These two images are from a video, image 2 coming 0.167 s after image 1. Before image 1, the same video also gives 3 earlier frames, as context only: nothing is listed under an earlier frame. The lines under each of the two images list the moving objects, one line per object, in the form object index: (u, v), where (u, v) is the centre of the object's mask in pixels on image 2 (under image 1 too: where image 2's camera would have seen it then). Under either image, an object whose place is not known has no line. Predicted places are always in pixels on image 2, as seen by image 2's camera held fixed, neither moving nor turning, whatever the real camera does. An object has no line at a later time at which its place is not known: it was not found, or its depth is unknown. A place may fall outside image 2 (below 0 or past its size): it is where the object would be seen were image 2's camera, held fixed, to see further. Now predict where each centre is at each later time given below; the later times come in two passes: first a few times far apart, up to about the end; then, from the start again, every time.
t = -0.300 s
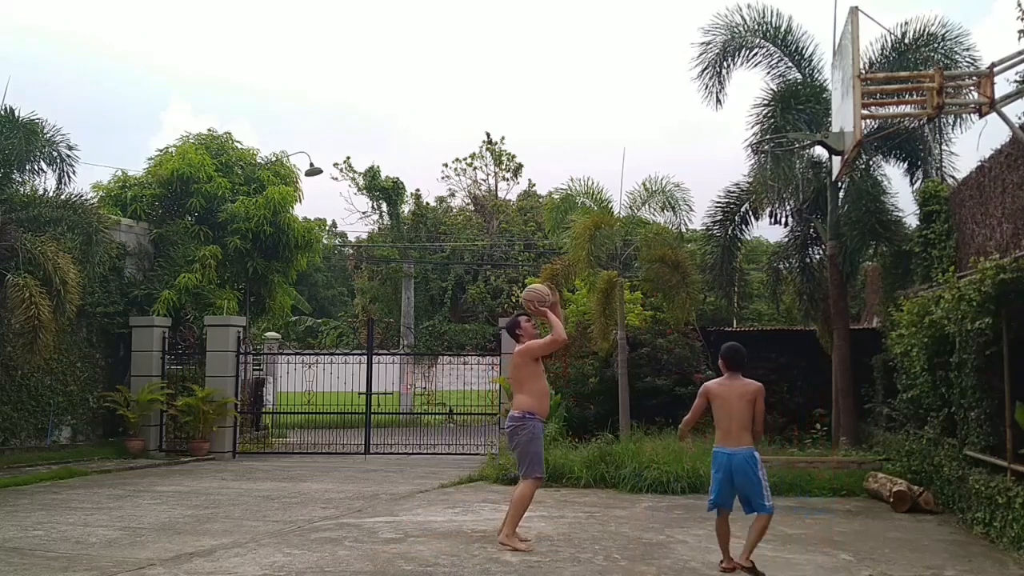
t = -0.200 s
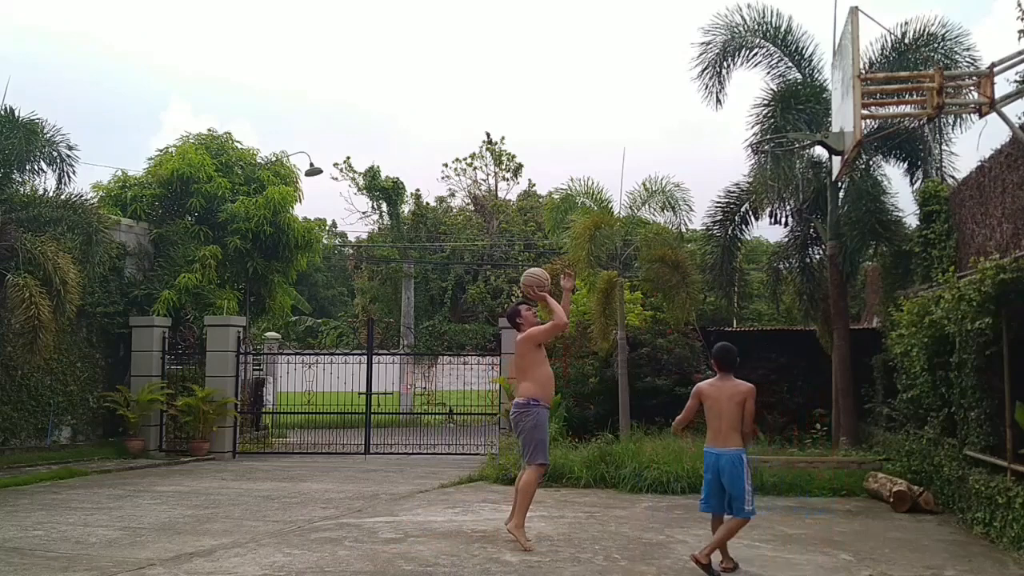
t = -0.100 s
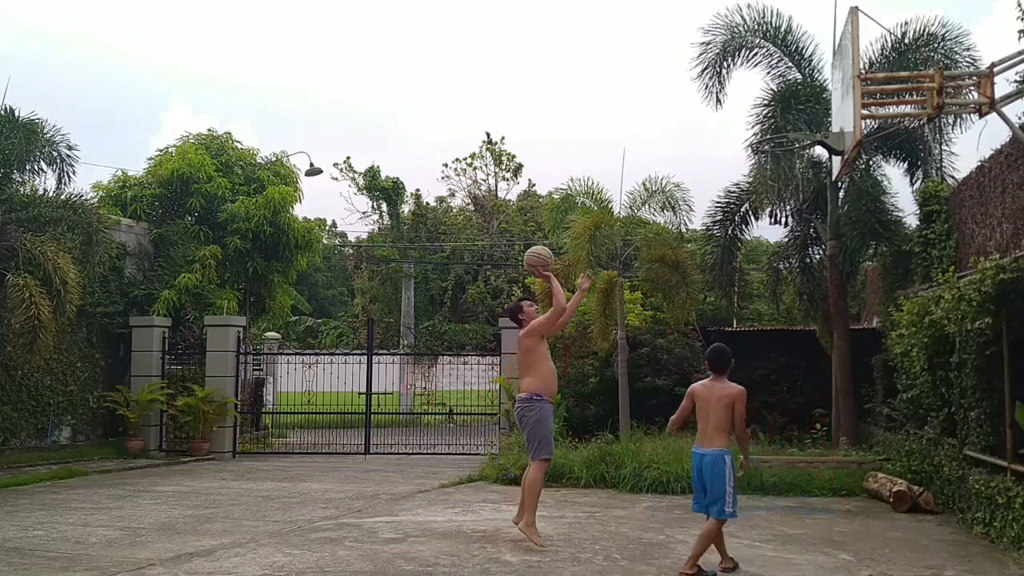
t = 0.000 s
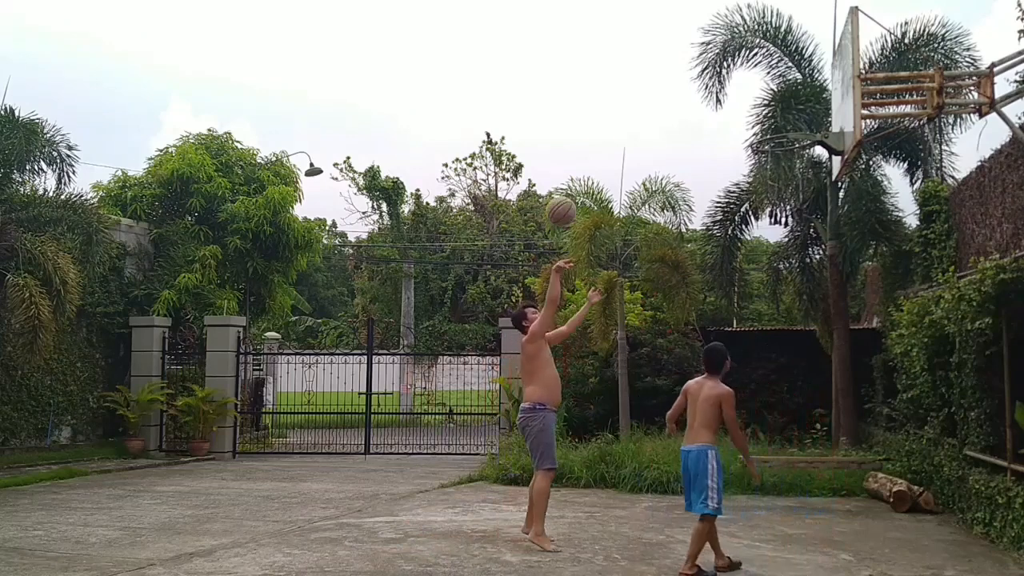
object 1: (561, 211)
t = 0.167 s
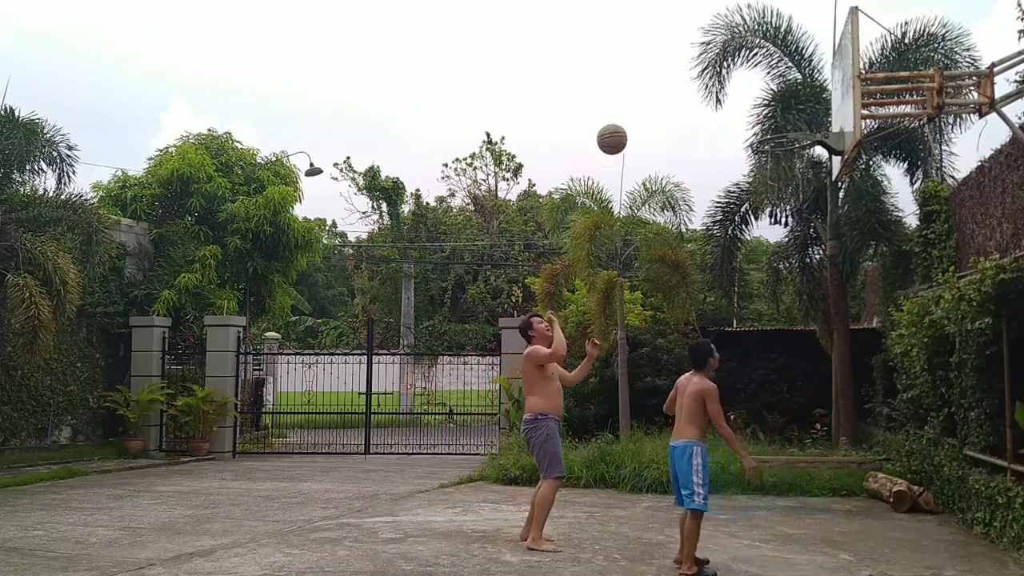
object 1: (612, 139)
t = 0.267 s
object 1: (644, 110)
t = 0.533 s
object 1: (734, 91)
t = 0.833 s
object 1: (767, 129)
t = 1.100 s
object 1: (781, 122)
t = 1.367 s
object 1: (795, 205)
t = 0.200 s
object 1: (622, 128)
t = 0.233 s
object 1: (633, 119)
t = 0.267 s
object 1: (644, 110)
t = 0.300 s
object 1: (655, 103)
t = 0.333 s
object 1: (666, 97)
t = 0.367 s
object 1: (677, 93)
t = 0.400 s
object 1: (688, 90)
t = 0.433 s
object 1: (700, 88)
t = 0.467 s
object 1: (711, 88)
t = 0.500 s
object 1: (722, 89)
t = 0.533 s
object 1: (734, 91)
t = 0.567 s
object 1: (746, 94)
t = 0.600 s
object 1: (758, 100)
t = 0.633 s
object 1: (770, 107)
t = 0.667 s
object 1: (783, 114)
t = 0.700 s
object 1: (795, 122)
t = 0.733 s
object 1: (791, 125)
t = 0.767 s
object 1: (778, 127)
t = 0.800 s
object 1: (766, 137)
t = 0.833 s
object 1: (767, 129)
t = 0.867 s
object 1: (769, 124)
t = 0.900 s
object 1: (771, 120)
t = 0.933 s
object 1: (773, 118)
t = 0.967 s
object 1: (775, 117)
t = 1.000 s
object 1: (776, 117)
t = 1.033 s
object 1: (778, 119)
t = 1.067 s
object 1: (779, 120)
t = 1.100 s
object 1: (781, 122)
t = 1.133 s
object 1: (783, 126)
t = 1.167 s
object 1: (783, 137)
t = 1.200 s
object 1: (787, 149)
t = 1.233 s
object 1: (790, 159)
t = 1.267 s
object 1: (791, 169)
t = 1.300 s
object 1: (792, 183)
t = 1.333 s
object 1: (794, 196)
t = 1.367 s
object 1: (795, 205)
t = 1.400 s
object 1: (796, 220)
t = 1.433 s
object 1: (797, 234)
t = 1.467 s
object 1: (797, 251)
